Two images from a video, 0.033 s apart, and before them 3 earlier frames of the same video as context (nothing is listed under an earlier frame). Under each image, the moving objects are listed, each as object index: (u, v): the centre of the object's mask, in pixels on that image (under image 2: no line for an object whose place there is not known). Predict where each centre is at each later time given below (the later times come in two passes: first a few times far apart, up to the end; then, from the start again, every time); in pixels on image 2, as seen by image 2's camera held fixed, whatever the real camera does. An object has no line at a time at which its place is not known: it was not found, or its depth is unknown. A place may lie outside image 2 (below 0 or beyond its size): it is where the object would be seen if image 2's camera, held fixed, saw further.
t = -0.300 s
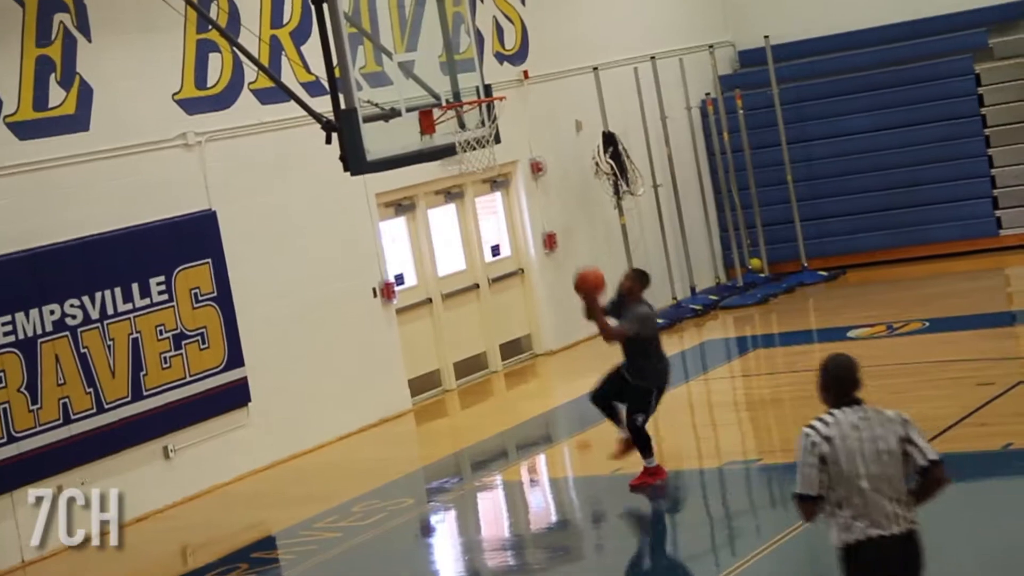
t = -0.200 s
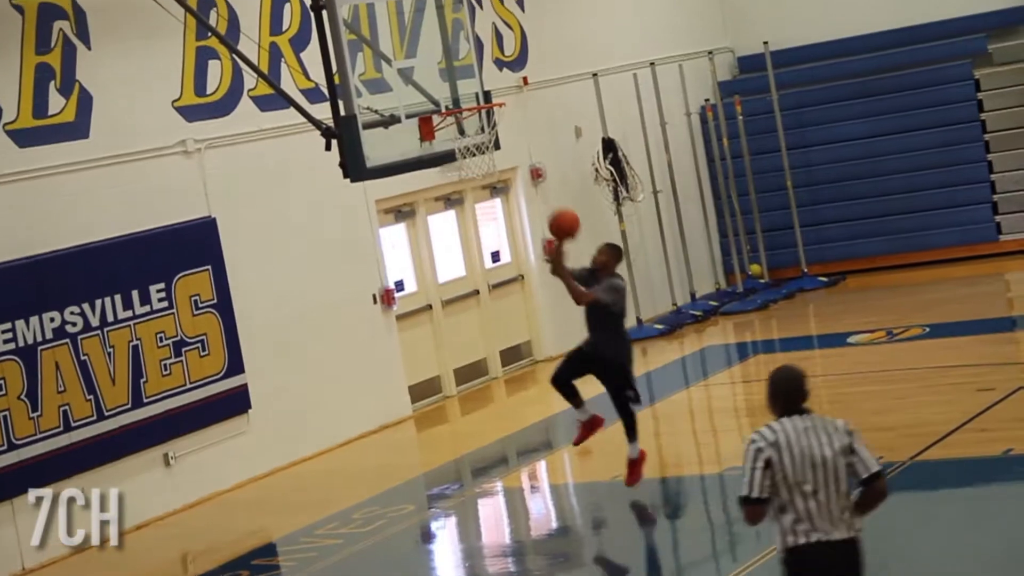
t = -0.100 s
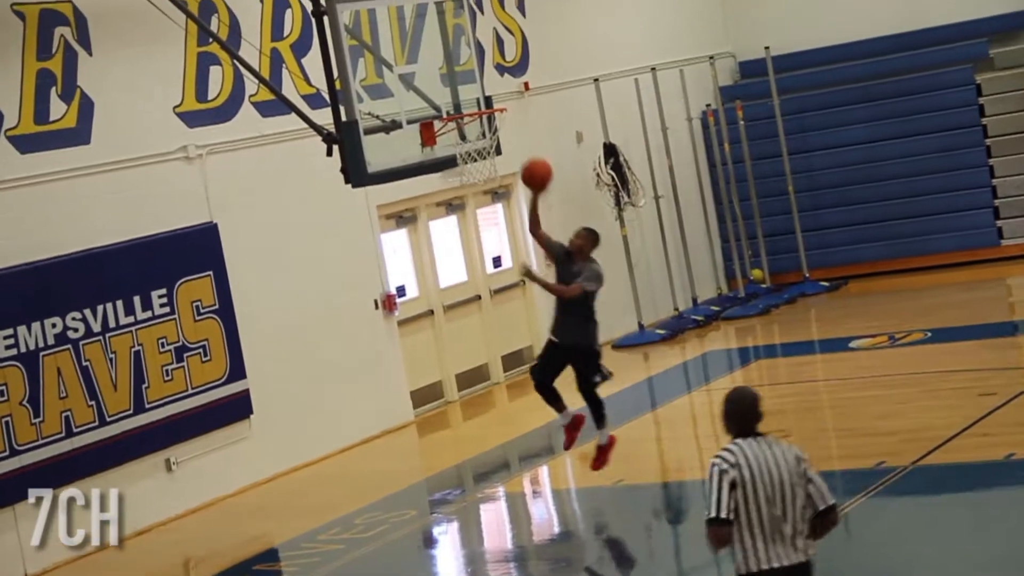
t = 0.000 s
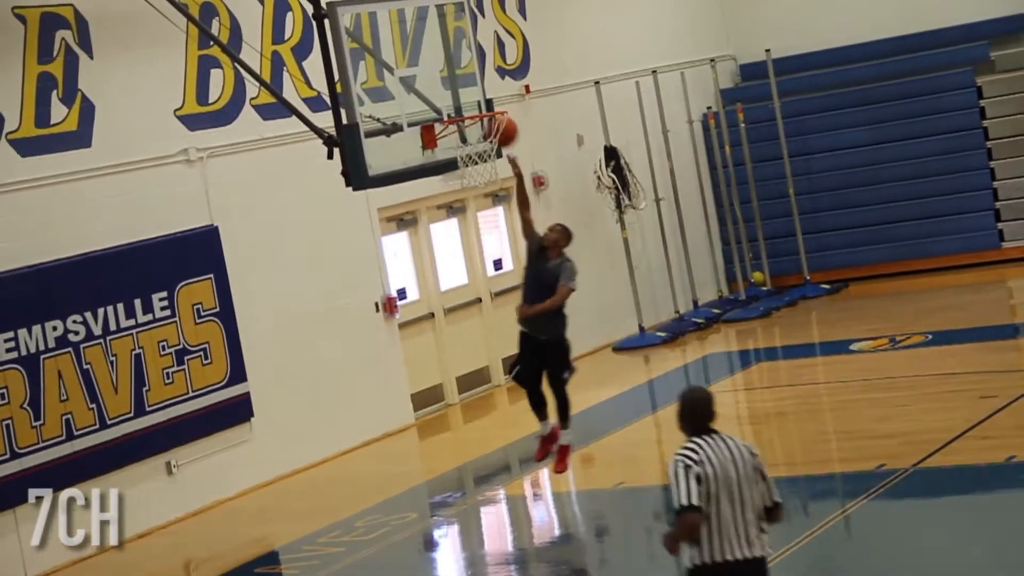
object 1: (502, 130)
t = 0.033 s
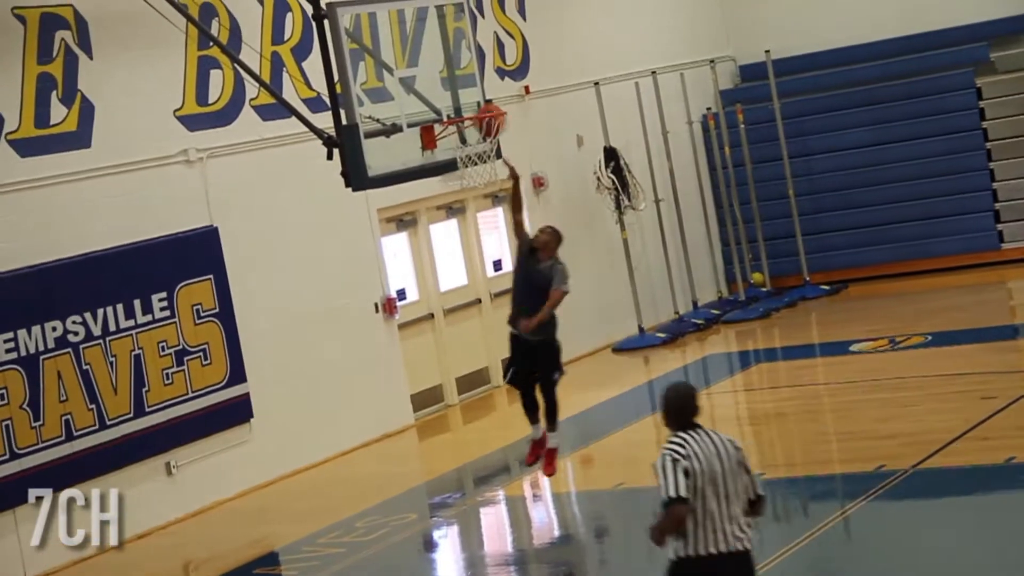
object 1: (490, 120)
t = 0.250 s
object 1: (470, 85)
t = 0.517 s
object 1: (478, 119)
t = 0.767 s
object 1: (457, 180)
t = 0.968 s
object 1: (462, 266)
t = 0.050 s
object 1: (483, 108)
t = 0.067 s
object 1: (477, 106)
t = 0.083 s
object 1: (471, 103)
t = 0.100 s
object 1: (466, 100)
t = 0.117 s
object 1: (461, 96)
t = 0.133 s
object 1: (461, 94)
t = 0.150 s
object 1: (462, 92)
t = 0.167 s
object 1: (464, 90)
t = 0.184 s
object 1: (465, 89)
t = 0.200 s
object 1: (466, 87)
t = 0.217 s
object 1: (467, 86)
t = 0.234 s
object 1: (469, 85)
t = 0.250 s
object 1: (470, 85)
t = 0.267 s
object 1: (471, 85)
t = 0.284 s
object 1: (473, 86)
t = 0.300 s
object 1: (475, 87)
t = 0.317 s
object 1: (477, 88)
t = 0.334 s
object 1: (478, 90)
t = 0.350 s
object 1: (480, 91)
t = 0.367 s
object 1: (482, 94)
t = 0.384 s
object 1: (485, 97)
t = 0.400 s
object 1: (487, 99)
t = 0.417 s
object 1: (489, 103)
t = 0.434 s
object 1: (489, 107)
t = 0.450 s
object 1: (487, 108)
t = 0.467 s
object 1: (485, 110)
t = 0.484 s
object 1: (482, 113)
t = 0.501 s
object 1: (479, 116)
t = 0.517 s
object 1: (478, 119)
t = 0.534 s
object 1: (477, 123)
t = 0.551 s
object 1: (472, 128)
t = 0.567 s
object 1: (470, 132)
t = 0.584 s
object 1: (467, 136)
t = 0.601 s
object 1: (465, 140)
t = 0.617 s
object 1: (464, 146)
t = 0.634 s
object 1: (461, 150)
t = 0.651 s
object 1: (460, 155)
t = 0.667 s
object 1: (458, 159)
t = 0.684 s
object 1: (458, 161)
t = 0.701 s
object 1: (458, 163)
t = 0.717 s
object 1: (457, 168)
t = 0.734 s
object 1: (457, 172)
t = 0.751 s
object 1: (457, 176)
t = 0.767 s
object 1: (457, 180)
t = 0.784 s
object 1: (457, 188)
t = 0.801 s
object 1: (457, 193)
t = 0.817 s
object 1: (457, 198)
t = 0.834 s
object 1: (457, 203)
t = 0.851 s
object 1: (458, 210)
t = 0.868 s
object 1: (458, 216)
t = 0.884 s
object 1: (458, 223)
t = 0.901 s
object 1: (459, 231)
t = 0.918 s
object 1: (460, 239)
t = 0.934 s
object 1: (460, 247)
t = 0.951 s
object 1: (461, 256)
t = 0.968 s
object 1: (462, 266)
